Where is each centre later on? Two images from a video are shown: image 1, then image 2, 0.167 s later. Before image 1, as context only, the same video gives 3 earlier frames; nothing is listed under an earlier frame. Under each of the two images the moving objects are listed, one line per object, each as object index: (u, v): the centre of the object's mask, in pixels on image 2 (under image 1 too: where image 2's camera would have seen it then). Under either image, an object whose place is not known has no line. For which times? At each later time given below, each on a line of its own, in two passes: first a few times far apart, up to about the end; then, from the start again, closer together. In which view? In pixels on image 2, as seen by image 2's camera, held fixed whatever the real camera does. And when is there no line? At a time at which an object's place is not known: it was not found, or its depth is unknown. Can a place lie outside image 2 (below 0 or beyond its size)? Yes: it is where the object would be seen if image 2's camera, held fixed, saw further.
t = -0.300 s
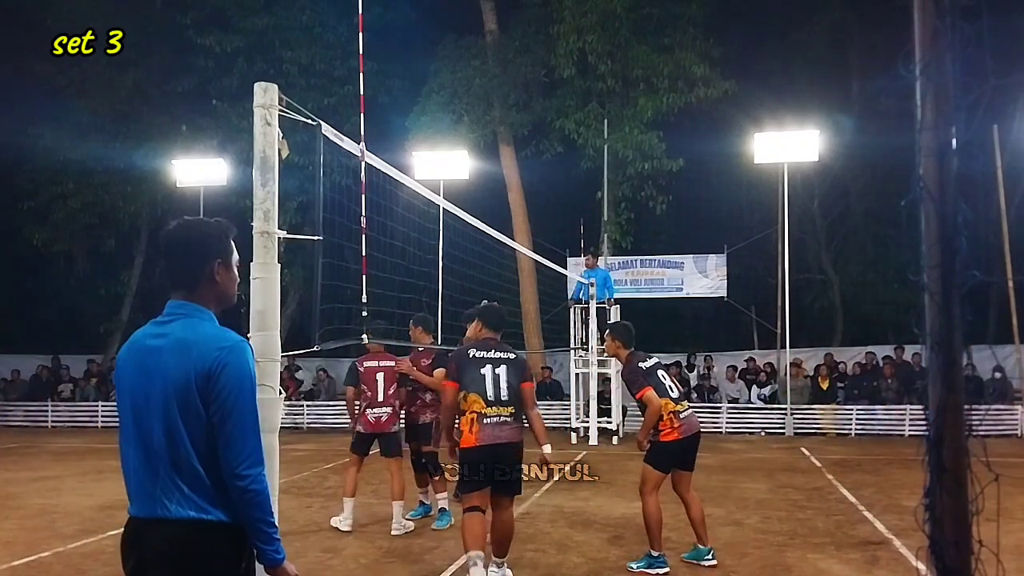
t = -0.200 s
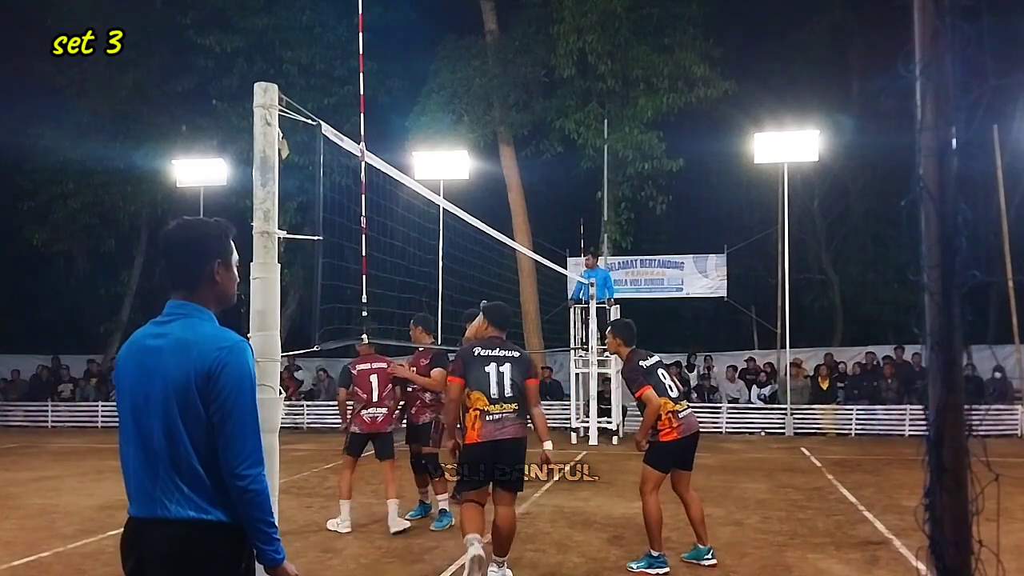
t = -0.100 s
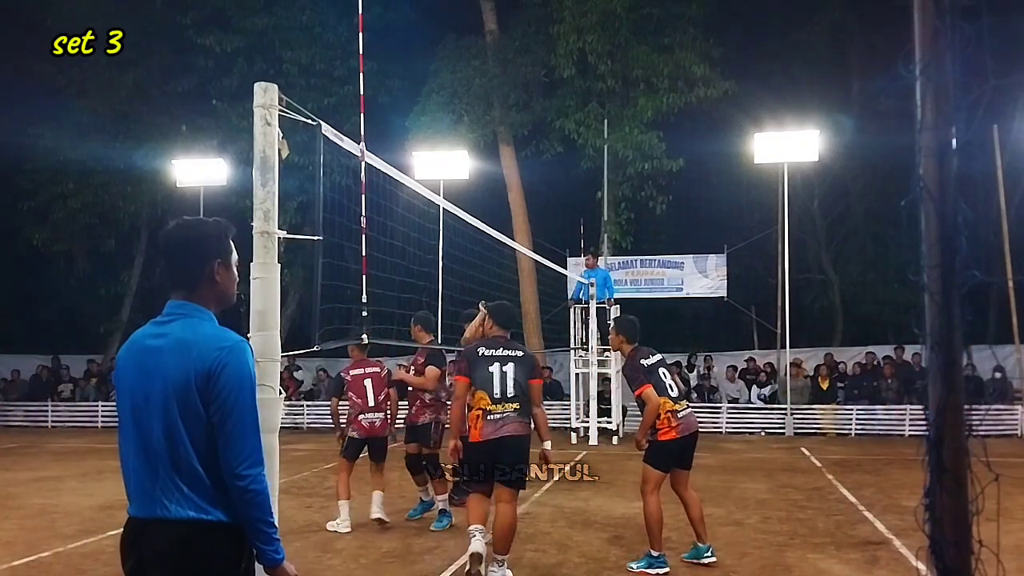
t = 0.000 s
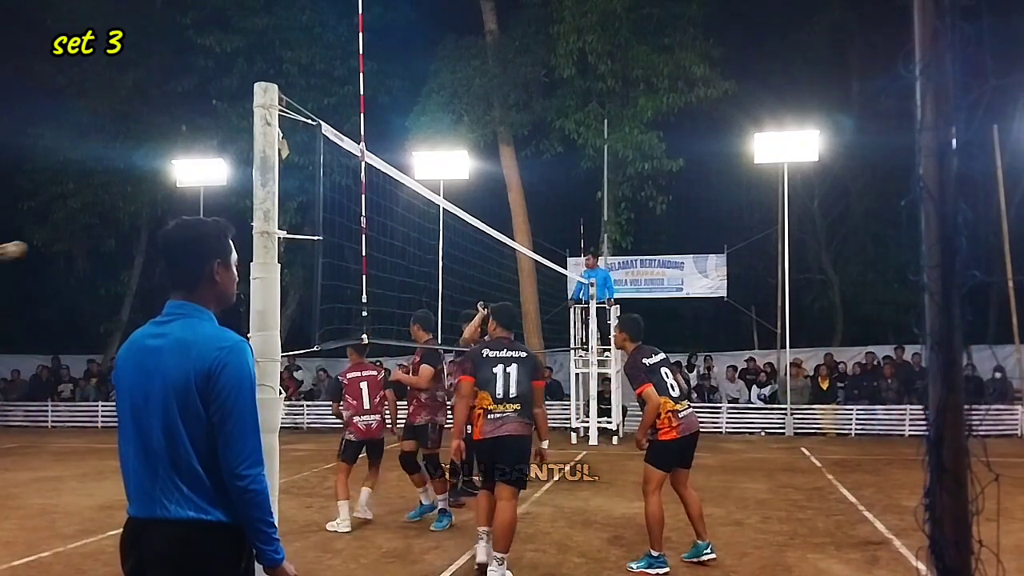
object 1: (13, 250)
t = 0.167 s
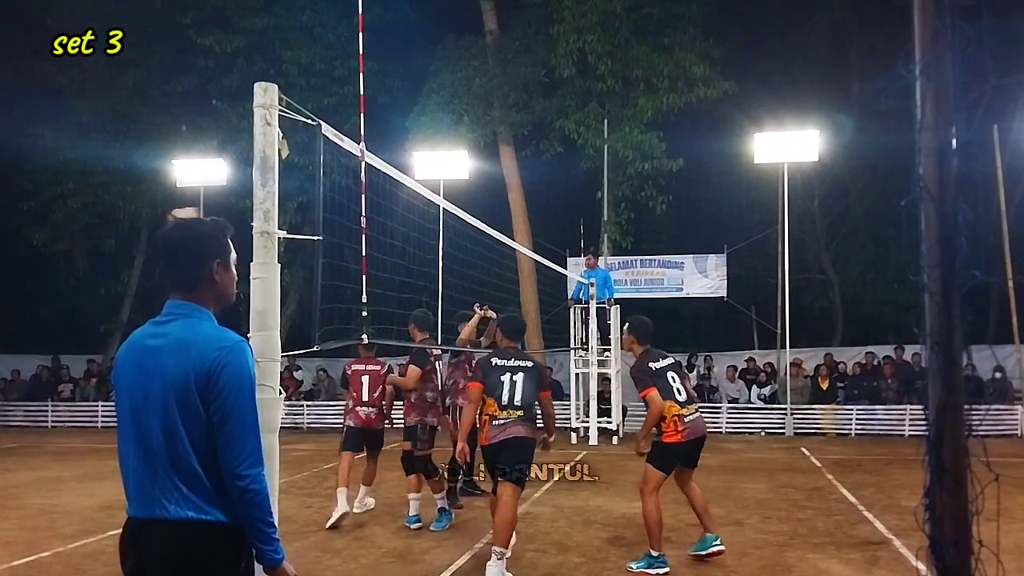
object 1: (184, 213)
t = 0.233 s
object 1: (248, 209)
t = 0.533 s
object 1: (611, 233)
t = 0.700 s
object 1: (844, 291)
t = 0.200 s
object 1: (224, 211)
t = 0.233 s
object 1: (248, 209)
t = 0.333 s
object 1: (374, 208)
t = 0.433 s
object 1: (489, 214)
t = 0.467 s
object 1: (529, 219)
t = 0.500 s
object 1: (571, 226)
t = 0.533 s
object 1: (611, 233)
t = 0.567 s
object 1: (656, 243)
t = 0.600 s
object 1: (703, 252)
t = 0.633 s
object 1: (745, 264)
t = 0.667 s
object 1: (797, 277)
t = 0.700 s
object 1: (844, 291)
